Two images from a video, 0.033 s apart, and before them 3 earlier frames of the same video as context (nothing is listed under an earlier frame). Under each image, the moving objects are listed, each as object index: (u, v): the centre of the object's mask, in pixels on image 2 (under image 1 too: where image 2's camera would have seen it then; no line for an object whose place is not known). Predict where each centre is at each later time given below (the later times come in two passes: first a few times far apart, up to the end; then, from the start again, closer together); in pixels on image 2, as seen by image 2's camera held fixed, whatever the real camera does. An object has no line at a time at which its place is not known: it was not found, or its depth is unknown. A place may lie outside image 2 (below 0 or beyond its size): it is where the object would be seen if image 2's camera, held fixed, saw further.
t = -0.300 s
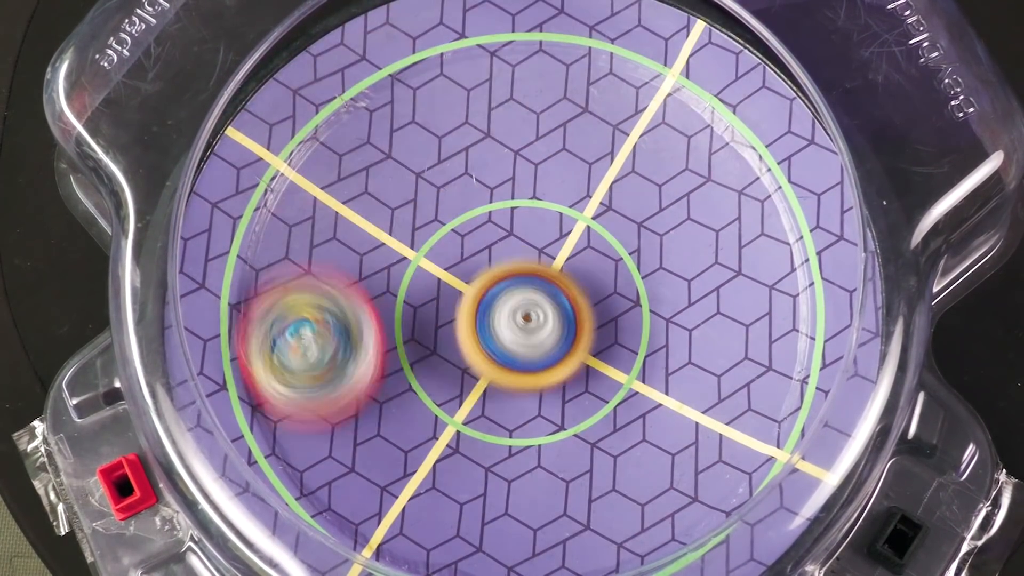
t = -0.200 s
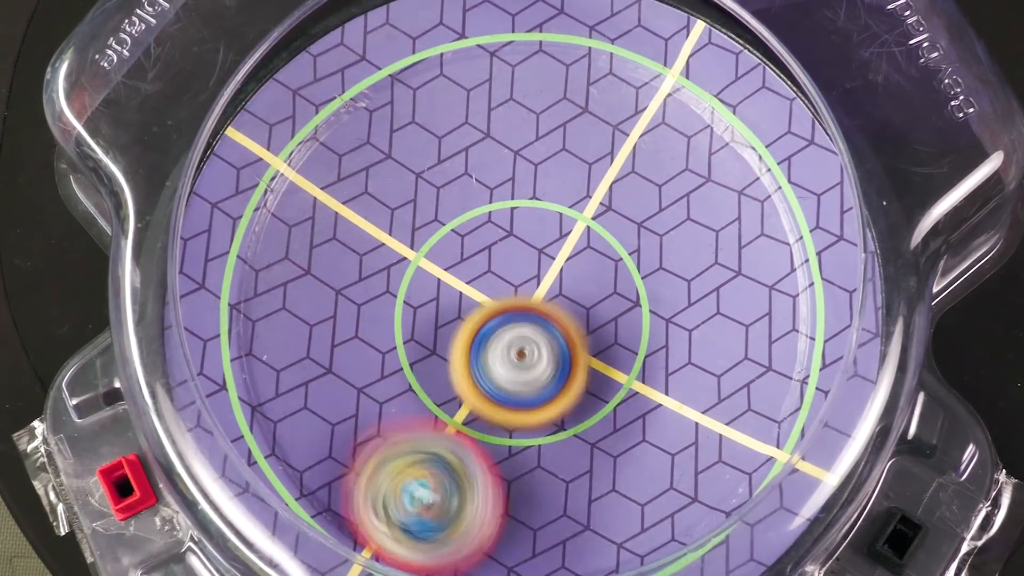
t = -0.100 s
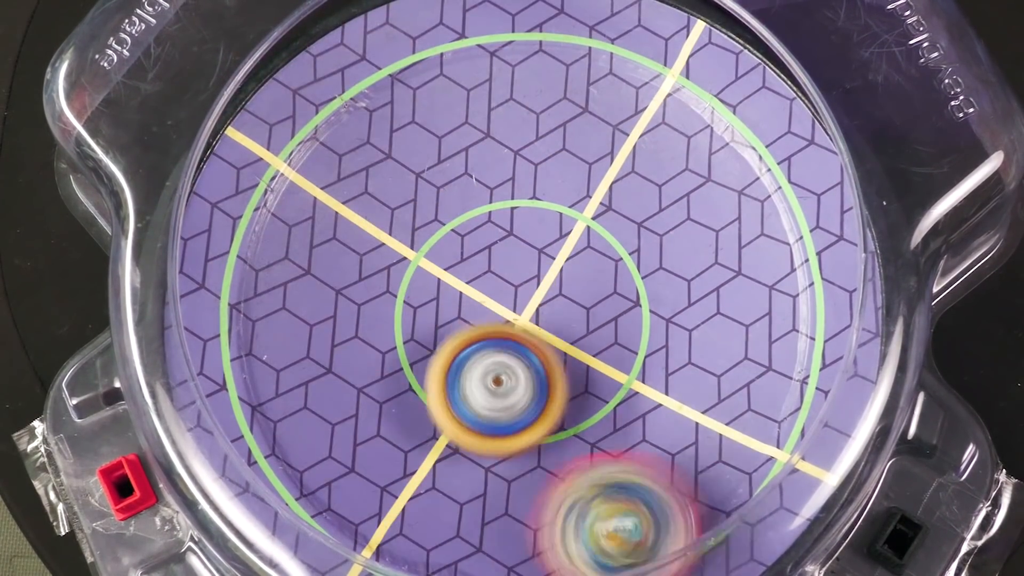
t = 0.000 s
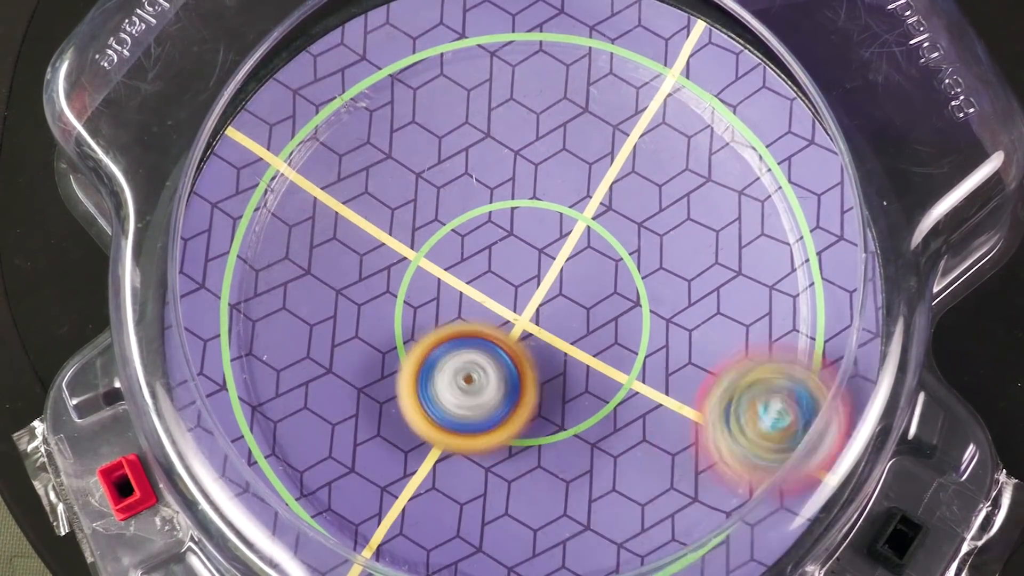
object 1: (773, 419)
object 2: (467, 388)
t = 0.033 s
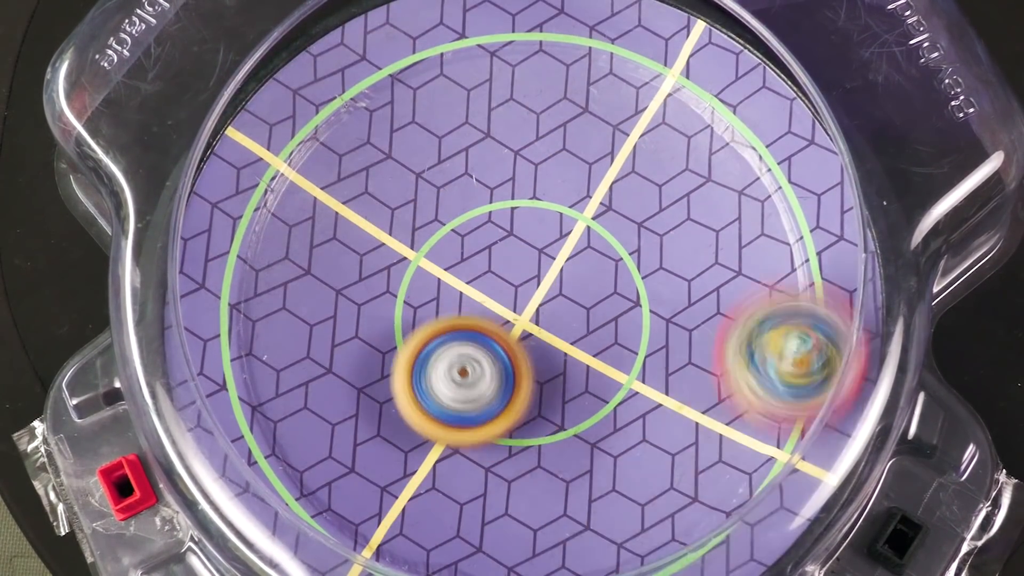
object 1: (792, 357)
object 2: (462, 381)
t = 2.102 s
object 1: (444, 67)
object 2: (530, 292)
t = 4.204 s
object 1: (373, 394)
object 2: (523, 302)
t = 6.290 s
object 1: (625, 415)
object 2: (516, 273)
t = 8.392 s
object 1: (694, 220)
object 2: (526, 284)
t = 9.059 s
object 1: (538, 436)
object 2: (530, 283)
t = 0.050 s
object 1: (798, 324)
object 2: (460, 377)
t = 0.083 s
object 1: (794, 265)
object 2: (459, 369)
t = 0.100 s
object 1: (789, 232)
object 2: (460, 363)
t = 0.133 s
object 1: (767, 175)
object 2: (463, 355)
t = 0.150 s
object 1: (751, 156)
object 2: (465, 351)
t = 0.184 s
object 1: (713, 117)
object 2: (470, 342)
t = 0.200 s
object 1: (688, 100)
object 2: (472, 338)
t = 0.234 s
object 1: (632, 77)
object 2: (478, 330)
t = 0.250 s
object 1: (604, 72)
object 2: (482, 326)
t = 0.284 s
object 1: (544, 69)
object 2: (487, 319)
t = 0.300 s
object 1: (515, 73)
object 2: (491, 316)
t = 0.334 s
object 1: (457, 92)
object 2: (497, 310)
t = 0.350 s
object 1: (431, 104)
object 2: (500, 307)
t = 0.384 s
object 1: (383, 140)
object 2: (506, 302)
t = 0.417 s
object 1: (343, 186)
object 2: (511, 297)
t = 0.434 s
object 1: (329, 211)
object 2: (513, 295)
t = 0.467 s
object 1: (305, 269)
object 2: (517, 292)
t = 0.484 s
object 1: (301, 296)
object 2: (519, 292)
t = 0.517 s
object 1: (301, 354)
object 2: (526, 292)
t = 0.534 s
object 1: (307, 382)
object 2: (531, 293)
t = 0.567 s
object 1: (329, 437)
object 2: (542, 294)
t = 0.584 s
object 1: (344, 458)
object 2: (548, 295)
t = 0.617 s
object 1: (392, 504)
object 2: (559, 299)
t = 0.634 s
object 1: (414, 515)
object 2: (564, 302)
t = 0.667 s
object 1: (475, 528)
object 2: (572, 309)
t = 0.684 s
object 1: (501, 530)
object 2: (576, 312)
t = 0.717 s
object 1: (567, 530)
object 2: (583, 320)
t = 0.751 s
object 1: (628, 526)
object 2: (586, 329)
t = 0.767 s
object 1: (658, 520)
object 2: (587, 334)
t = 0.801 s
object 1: (705, 497)
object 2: (588, 343)
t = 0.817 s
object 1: (725, 476)
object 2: (588, 348)
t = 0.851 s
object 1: (759, 426)
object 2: (586, 356)
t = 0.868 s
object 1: (771, 399)
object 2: (584, 359)
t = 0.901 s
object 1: (784, 347)
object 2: (579, 362)
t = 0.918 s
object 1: (785, 318)
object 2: (576, 363)
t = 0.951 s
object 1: (778, 264)
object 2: (570, 363)
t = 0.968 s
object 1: (770, 236)
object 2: (566, 362)
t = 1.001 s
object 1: (744, 187)
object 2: (559, 357)
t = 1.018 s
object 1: (725, 165)
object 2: (555, 354)
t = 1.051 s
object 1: (685, 129)
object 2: (549, 347)
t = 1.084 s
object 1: (636, 101)
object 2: (543, 340)
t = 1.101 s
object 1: (610, 91)
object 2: (540, 337)
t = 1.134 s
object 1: (556, 80)
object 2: (535, 330)
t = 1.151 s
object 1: (527, 78)
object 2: (532, 327)
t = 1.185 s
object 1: (471, 85)
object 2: (528, 320)
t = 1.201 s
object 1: (445, 92)
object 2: (526, 318)
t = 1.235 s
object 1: (393, 114)
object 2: (525, 312)
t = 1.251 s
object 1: (368, 129)
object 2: (526, 310)
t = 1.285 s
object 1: (329, 165)
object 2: (528, 303)
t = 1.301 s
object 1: (310, 186)
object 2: (530, 298)
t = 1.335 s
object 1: (281, 237)
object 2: (536, 287)
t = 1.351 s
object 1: (271, 262)
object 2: (539, 281)
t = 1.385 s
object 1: (262, 320)
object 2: (548, 270)
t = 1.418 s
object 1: (270, 375)
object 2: (558, 261)
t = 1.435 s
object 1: (281, 400)
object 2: (564, 258)
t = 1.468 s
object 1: (308, 453)
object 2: (575, 254)
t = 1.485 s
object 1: (323, 473)
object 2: (580, 253)
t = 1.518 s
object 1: (370, 509)
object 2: (588, 254)
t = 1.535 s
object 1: (397, 517)
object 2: (591, 256)
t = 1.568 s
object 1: (457, 526)
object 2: (593, 260)
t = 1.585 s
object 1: (483, 527)
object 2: (593, 262)
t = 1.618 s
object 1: (545, 524)
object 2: (592, 266)
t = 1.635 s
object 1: (576, 520)
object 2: (590, 268)
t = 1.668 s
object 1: (629, 505)
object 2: (586, 272)
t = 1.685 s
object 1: (652, 488)
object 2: (584, 274)
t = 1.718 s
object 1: (694, 450)
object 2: (578, 278)
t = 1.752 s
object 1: (723, 401)
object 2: (571, 282)
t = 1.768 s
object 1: (732, 378)
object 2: (569, 283)
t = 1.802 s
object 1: (743, 327)
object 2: (564, 285)
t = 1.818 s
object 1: (742, 302)
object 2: (561, 287)
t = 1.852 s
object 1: (737, 252)
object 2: (556, 289)
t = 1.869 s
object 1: (731, 227)
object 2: (553, 290)
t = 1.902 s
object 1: (708, 180)
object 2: (548, 291)
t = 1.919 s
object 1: (695, 160)
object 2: (546, 292)
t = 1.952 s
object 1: (660, 124)
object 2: (542, 293)
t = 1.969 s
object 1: (640, 106)
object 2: (540, 293)
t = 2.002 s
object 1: (595, 81)
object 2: (537, 293)
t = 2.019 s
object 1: (572, 73)
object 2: (535, 293)
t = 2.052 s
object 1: (521, 64)
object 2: (533, 293)
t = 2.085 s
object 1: (469, 64)
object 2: (531, 293)
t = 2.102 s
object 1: (444, 67)
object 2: (530, 292)
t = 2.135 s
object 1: (394, 84)
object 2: (529, 291)
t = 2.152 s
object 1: (369, 96)
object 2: (529, 290)
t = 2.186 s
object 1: (329, 128)
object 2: (529, 289)
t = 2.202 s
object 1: (311, 148)
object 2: (529, 288)
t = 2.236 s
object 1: (282, 194)
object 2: (530, 283)
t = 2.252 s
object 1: (273, 218)
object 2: (530, 281)
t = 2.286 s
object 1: (262, 269)
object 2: (528, 273)
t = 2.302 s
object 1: (260, 296)
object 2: (526, 269)
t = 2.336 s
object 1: (270, 347)
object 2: (523, 261)
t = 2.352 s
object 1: (281, 371)
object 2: (522, 256)
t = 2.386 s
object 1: (311, 417)
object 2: (521, 250)
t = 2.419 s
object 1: (351, 452)
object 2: (520, 246)
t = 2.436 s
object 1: (376, 469)
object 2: (519, 244)
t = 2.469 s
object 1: (429, 490)
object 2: (519, 243)
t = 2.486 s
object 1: (459, 495)
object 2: (519, 243)
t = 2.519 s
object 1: (515, 496)
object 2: (518, 243)
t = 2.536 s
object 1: (542, 492)
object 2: (518, 244)
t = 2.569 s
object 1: (596, 474)
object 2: (518, 245)
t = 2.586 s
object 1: (620, 464)
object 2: (517, 246)
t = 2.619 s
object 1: (662, 431)
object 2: (517, 249)
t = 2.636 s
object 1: (682, 411)
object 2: (517, 250)
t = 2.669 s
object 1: (710, 369)
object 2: (518, 253)
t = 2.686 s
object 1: (722, 346)
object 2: (518, 255)
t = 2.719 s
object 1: (734, 299)
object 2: (519, 258)
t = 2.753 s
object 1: (739, 251)
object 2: (519, 262)
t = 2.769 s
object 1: (736, 228)
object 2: (520, 264)
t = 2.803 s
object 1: (725, 180)
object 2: (521, 267)
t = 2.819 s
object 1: (716, 160)
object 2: (521, 269)
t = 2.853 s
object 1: (689, 120)
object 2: (521, 272)
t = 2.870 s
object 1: (672, 102)
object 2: (521, 273)
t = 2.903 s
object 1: (635, 74)
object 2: (522, 276)
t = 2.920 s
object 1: (612, 62)
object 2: (522, 277)
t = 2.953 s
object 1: (567, 54)
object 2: (522, 279)
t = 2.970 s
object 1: (542, 51)
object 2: (523, 280)
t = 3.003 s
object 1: (493, 52)
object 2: (523, 282)
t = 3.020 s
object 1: (468, 55)
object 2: (523, 283)
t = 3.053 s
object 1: (422, 69)
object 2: (523, 285)
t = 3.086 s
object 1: (380, 99)
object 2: (523, 287)
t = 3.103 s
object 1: (363, 115)
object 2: (523, 287)
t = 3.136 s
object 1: (333, 156)
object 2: (523, 289)
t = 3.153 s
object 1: (324, 181)
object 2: (523, 289)
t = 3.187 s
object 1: (311, 230)
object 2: (524, 290)
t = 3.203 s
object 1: (309, 255)
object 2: (524, 291)
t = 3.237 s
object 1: (313, 305)
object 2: (524, 292)
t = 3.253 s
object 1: (320, 330)
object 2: (525, 293)
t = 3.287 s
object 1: (346, 376)
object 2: (525, 294)
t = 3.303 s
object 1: (361, 396)
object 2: (526, 295)
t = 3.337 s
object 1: (401, 432)
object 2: (526, 296)
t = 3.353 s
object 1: (423, 445)
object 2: (526, 296)
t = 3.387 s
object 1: (474, 465)
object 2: (525, 297)
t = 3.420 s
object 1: (527, 471)
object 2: (526, 299)
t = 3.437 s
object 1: (554, 470)
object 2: (525, 299)
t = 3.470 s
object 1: (603, 462)
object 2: (526, 299)
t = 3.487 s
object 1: (628, 453)
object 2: (526, 300)
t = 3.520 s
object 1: (673, 428)
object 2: (525, 300)
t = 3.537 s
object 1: (691, 412)
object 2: (525, 300)
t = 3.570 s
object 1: (725, 373)
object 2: (525, 301)
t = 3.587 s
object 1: (737, 355)
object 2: (524, 301)
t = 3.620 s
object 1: (755, 313)
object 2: (525, 301)
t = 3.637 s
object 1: (760, 291)
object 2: (524, 302)
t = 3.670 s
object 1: (763, 245)
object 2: (524, 302)
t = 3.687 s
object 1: (761, 222)
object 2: (524, 302)
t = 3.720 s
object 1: (748, 179)
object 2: (524, 303)
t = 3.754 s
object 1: (724, 140)
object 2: (524, 303)
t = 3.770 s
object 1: (709, 123)
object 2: (524, 304)
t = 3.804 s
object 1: (673, 94)
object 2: (523, 304)
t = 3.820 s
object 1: (654, 85)
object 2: (523, 304)
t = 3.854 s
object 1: (607, 69)
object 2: (523, 304)
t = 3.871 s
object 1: (585, 66)
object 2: (523, 305)
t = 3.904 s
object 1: (537, 67)
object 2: (524, 305)
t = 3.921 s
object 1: (514, 72)
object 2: (523, 305)
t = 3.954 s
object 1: (468, 87)
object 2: (523, 304)
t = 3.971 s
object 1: (447, 100)
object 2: (523, 305)
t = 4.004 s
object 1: (411, 130)
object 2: (522, 304)
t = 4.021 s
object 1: (395, 146)
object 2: (522, 304)
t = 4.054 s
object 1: (367, 184)
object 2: (522, 304)
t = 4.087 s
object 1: (351, 230)
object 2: (522, 303)
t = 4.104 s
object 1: (345, 255)
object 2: (523, 303)
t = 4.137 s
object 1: (344, 304)
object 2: (522, 303)
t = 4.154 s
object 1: (347, 327)
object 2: (522, 303)
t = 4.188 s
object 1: (362, 372)
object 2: (523, 303)
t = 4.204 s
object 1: (373, 394)
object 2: (523, 302)
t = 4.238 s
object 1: (402, 430)
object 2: (524, 302)
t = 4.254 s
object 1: (421, 446)
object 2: (524, 302)
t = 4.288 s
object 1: (462, 473)
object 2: (524, 301)
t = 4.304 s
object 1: (486, 482)
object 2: (525, 301)
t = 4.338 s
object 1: (535, 491)
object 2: (525, 300)
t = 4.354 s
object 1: (559, 492)
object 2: (526, 299)
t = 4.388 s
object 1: (607, 486)
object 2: (526, 299)
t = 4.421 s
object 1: (651, 471)
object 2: (527, 298)
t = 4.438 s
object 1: (673, 458)
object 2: (528, 298)
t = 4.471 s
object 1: (709, 428)
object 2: (528, 297)
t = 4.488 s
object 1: (722, 409)
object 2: (529, 297)
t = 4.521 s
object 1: (744, 368)
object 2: (529, 297)
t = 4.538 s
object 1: (750, 350)
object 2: (529, 296)
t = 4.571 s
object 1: (759, 307)
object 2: (531, 295)
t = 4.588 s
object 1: (758, 285)
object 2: (531, 295)
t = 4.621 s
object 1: (749, 243)
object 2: (533, 294)
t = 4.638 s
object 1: (741, 222)
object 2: (533, 294)
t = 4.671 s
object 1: (719, 186)
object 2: (534, 293)
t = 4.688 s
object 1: (704, 169)
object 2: (535, 293)
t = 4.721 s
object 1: (671, 144)
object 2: (535, 293)
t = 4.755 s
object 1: (631, 125)
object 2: (536, 292)
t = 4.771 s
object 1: (609, 119)
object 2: (536, 292)
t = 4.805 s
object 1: (564, 110)
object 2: (536, 292)
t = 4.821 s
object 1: (543, 110)
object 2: (536, 292)
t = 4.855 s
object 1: (498, 118)
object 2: (536, 291)
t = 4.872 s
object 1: (474, 126)
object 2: (537, 291)
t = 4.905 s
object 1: (433, 147)
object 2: (537, 290)
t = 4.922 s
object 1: (415, 159)
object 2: (537, 290)
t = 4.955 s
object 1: (383, 191)
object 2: (538, 289)
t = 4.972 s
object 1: (368, 209)
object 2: (537, 288)
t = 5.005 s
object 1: (347, 248)
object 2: (537, 288)
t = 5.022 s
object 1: (339, 270)
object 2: (537, 287)
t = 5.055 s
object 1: (332, 315)
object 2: (538, 286)
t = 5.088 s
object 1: (336, 357)
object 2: (537, 285)
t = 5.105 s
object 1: (343, 380)
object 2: (537, 285)
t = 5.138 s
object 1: (361, 419)
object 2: (537, 284)
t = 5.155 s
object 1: (375, 436)
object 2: (536, 283)
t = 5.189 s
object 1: (410, 469)
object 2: (536, 282)
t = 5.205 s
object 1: (430, 480)
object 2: (536, 282)
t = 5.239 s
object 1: (474, 495)
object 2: (535, 281)
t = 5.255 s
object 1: (498, 499)
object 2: (535, 281)
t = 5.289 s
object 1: (542, 499)
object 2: (535, 280)
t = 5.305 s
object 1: (565, 495)
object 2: (534, 280)
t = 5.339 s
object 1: (609, 478)
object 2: (533, 279)
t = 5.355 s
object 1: (628, 467)
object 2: (533, 279)
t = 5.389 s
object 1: (662, 437)
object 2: (532, 278)
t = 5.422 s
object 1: (689, 401)
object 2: (532, 278)
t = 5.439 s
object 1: (697, 381)
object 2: (531, 277)
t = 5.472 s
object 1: (708, 340)
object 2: (530, 277)
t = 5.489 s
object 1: (709, 319)
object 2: (530, 276)
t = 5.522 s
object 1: (705, 279)
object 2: (530, 276)
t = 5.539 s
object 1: (699, 259)
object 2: (530, 275)
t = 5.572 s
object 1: (684, 222)
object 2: (529, 274)
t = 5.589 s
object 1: (673, 205)
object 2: (529, 274)
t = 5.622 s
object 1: (645, 175)
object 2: (527, 274)
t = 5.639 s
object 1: (628, 161)
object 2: (528, 273)
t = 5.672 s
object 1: (592, 140)
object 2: (526, 273)
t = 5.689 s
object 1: (571, 132)
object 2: (526, 273)
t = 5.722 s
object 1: (532, 124)
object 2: (526, 273)
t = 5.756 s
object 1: (489, 124)
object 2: (525, 272)
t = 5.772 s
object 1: (468, 126)
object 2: (525, 272)
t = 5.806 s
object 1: (427, 140)
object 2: (524, 271)
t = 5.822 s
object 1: (408, 149)
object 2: (524, 271)
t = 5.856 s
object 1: (373, 173)
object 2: (523, 271)
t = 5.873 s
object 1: (359, 188)
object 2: (523, 271)
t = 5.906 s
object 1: (336, 224)
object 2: (522, 271)
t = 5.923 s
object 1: (327, 241)
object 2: (522, 271)
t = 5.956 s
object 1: (315, 283)
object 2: (521, 271)
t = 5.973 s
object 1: (315, 302)
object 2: (522, 271)
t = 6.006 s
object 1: (321, 343)
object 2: (521, 271)
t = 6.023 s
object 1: (328, 364)
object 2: (521, 271)
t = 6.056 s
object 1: (351, 399)
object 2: (521, 272)
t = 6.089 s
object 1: (380, 429)
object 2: (521, 272)
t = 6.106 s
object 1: (399, 441)
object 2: (521, 272)
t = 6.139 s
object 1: (439, 459)
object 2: (520, 272)
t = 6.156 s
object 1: (462, 464)
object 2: (519, 273)
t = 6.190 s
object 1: (508, 466)
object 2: (518, 272)
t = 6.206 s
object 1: (530, 463)
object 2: (517, 273)
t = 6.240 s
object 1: (571, 449)
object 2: (516, 272)
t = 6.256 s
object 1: (589, 441)
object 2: (517, 273)
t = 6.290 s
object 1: (625, 415)
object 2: (516, 273)
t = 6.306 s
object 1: (640, 399)
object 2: (517, 273)
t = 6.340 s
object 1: (663, 365)
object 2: (517, 274)
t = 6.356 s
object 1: (672, 346)
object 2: (518, 274)
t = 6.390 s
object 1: (682, 308)
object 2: (517, 276)
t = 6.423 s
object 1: (684, 269)
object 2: (517, 278)
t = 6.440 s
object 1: (683, 250)
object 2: (516, 278)
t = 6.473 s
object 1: (673, 212)
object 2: (517, 279)
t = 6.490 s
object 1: (666, 196)
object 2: (516, 280)
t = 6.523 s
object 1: (645, 165)
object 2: (516, 281)
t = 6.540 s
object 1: (632, 150)
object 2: (515, 282)
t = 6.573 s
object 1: (601, 126)
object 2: (516, 282)
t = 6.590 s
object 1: (583, 116)
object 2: (515, 283)
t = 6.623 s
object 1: (547, 105)
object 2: (515, 284)
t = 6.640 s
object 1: (529, 101)
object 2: (515, 285)
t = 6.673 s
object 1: (489, 102)
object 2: (515, 285)
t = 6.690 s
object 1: (470, 105)
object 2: (515, 286)
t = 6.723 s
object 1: (434, 118)
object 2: (515, 287)
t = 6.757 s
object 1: (400, 138)
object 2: (515, 288)
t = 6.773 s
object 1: (386, 151)
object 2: (515, 288)
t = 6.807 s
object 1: (362, 183)
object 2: (515, 289)
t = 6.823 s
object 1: (353, 201)
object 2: (515, 290)
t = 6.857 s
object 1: (342, 240)
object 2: (515, 290)
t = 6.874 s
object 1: (340, 259)
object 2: (514, 291)
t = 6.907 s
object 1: (343, 301)
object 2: (515, 292)
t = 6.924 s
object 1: (349, 319)
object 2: (515, 293)
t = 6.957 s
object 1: (367, 354)
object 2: (515, 294)
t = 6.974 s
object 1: (380, 371)
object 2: (515, 295)
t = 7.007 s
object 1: (409, 398)
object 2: (516, 295)
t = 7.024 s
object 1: (428, 409)
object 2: (516, 295)
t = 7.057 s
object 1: (466, 425)
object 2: (516, 296)
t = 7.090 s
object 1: (509, 432)
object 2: (516, 296)
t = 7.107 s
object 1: (531, 433)
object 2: (516, 297)
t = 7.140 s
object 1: (570, 429)
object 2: (517, 296)
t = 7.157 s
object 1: (589, 422)
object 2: (518, 296)
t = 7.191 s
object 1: (625, 405)
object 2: (518, 295)
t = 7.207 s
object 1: (643, 393)
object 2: (518, 296)
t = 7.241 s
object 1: (671, 366)
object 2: (519, 296)
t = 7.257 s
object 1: (684, 350)
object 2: (519, 296)
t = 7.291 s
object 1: (700, 318)
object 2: (519, 296)
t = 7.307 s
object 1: (707, 299)
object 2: (520, 296)
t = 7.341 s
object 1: (710, 263)
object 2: (520, 296)
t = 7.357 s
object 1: (710, 245)
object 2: (521, 297)
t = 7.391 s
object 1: (703, 210)
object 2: (521, 297)
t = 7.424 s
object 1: (689, 179)
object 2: (522, 297)
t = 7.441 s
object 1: (678, 164)
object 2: (522, 297)
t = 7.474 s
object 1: (653, 140)
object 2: (523, 298)
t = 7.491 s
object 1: (637, 130)
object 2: (523, 297)
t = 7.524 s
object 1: (603, 116)
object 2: (524, 298)
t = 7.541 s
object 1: (584, 111)
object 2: (524, 298)
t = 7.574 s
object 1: (548, 109)
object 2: (525, 298)
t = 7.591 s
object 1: (529, 111)
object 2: (525, 298)
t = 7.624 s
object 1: (492, 122)
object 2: (525, 298)
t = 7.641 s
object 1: (475, 130)
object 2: (526, 297)
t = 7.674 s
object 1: (442, 151)
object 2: (526, 298)
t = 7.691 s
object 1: (429, 164)
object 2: (526, 297)
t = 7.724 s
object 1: (406, 196)
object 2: (526, 297)
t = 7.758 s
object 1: (390, 230)
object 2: (526, 297)
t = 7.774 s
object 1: (385, 248)
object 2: (526, 298)
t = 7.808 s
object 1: (382, 287)
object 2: (526, 297)
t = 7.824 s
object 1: (383, 306)
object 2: (526, 297)
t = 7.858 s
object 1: (392, 343)
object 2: (527, 297)
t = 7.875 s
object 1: (396, 362)
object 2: (531, 296)
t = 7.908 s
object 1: (405, 395)
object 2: (538, 292)
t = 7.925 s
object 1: (415, 411)
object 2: (541, 291)
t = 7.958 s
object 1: (438, 440)
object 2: (547, 289)
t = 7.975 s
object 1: (454, 452)
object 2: (549, 288)
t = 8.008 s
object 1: (488, 471)
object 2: (553, 287)
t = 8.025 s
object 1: (508, 477)
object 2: (554, 286)
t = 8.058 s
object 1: (542, 482)
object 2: (557, 286)
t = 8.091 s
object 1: (581, 479)
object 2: (558, 286)
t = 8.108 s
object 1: (600, 474)
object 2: (558, 286)
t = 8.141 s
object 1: (631, 459)
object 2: (559, 287)
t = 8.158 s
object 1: (647, 446)
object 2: (559, 287)
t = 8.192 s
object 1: (673, 419)
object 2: (559, 287)
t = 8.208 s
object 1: (681, 403)
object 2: (558, 287)
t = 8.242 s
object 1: (693, 369)
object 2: (558, 287)
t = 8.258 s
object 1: (696, 351)
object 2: (557, 287)
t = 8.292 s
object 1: (695, 317)
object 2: (555, 287)
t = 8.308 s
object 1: (696, 300)
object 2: (553, 286)
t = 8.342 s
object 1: (702, 268)
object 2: (540, 285)
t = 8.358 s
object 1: (702, 252)
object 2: (535, 284)
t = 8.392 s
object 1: (694, 220)
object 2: (526, 284)
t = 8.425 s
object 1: (679, 191)
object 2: (521, 283)
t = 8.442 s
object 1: (670, 177)
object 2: (518, 282)
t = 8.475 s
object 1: (645, 154)
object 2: (516, 280)
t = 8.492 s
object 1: (629, 146)
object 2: (515, 279)
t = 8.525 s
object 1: (598, 131)
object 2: (515, 278)
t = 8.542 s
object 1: (581, 128)
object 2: (515, 276)
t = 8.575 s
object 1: (544, 125)
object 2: (515, 276)
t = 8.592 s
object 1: (528, 128)
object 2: (516, 274)
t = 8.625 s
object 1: (493, 136)
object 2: (517, 273)
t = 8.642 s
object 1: (476, 142)
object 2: (518, 274)
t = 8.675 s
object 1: (443, 157)
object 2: (522, 279)
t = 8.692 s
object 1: (429, 166)
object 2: (525, 281)
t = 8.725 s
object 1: (404, 192)
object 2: (527, 282)
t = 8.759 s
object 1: (384, 221)
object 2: (528, 284)
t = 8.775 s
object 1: (378, 237)
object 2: (529, 284)
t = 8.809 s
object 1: (370, 274)
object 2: (529, 284)
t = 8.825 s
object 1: (368, 289)
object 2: (531, 285)
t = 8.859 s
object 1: (373, 324)
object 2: (531, 284)
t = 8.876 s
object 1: (378, 341)
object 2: (531, 284)
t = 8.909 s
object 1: (395, 372)
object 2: (532, 284)
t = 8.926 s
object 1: (405, 385)
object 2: (532, 284)
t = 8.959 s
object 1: (432, 409)
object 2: (532, 284)
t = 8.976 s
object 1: (449, 419)
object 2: (531, 283)
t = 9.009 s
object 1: (481, 433)
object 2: (531, 283)
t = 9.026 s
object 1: (501, 436)
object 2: (530, 283)
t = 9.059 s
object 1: (538, 436)
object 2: (530, 283)
